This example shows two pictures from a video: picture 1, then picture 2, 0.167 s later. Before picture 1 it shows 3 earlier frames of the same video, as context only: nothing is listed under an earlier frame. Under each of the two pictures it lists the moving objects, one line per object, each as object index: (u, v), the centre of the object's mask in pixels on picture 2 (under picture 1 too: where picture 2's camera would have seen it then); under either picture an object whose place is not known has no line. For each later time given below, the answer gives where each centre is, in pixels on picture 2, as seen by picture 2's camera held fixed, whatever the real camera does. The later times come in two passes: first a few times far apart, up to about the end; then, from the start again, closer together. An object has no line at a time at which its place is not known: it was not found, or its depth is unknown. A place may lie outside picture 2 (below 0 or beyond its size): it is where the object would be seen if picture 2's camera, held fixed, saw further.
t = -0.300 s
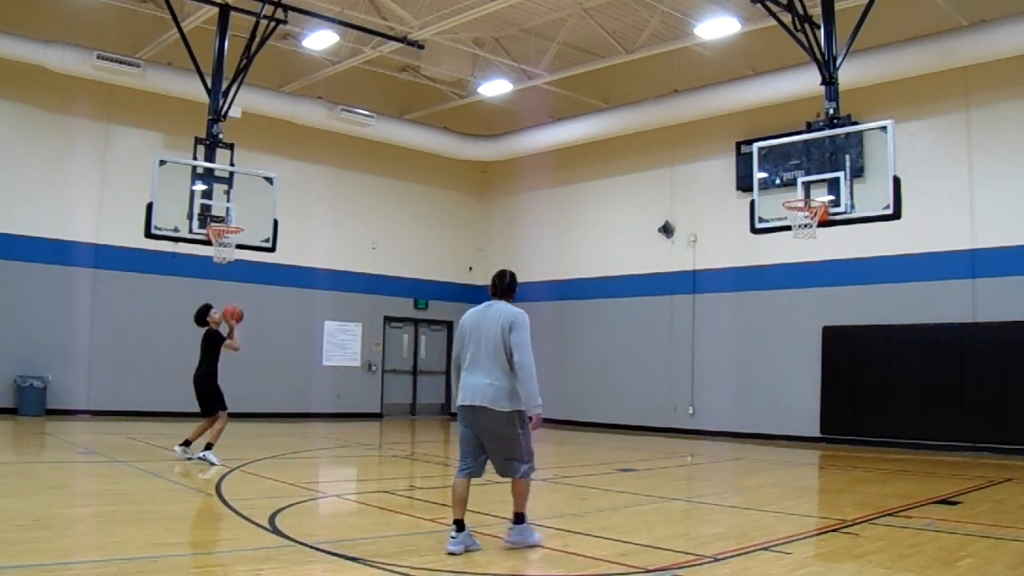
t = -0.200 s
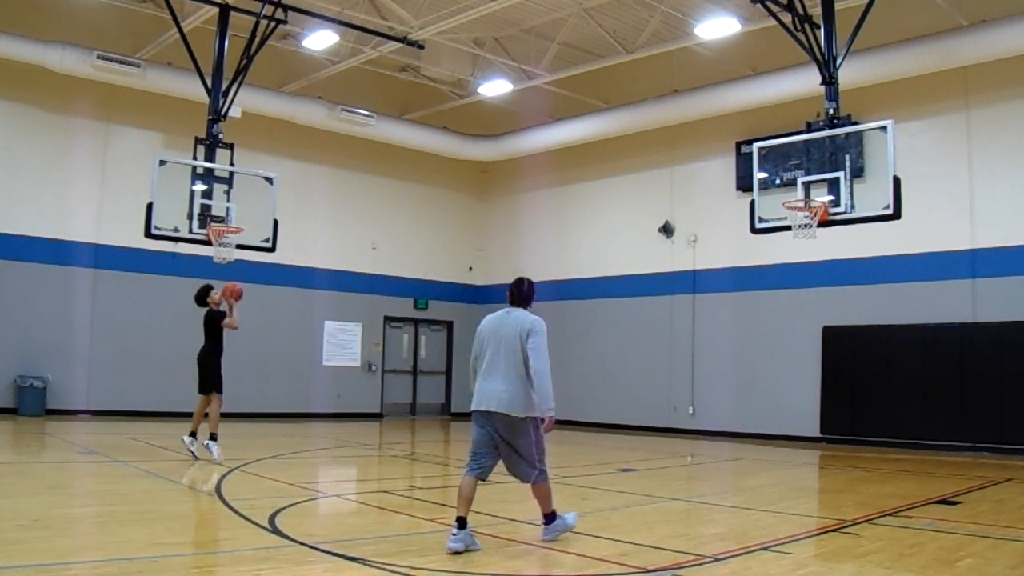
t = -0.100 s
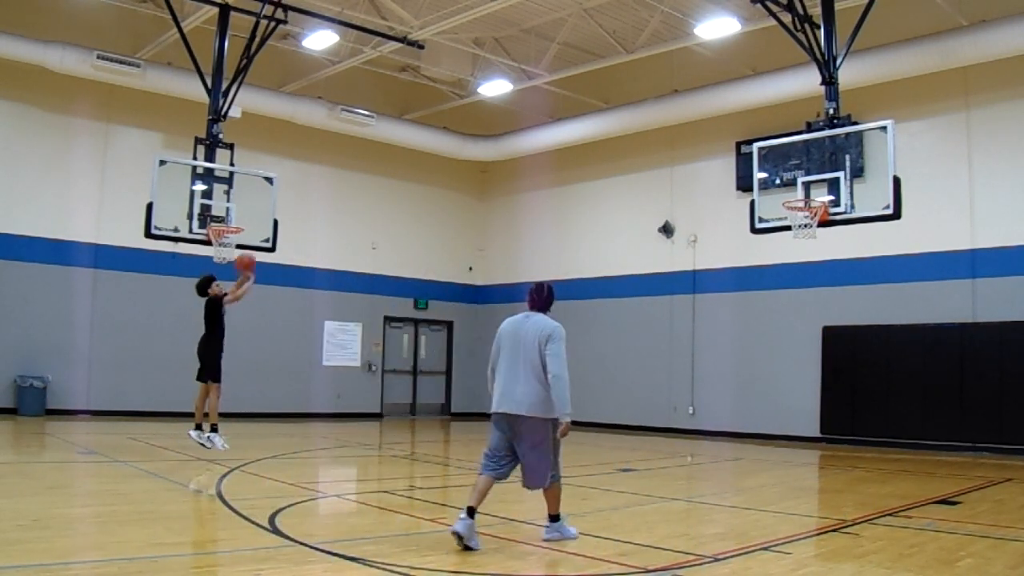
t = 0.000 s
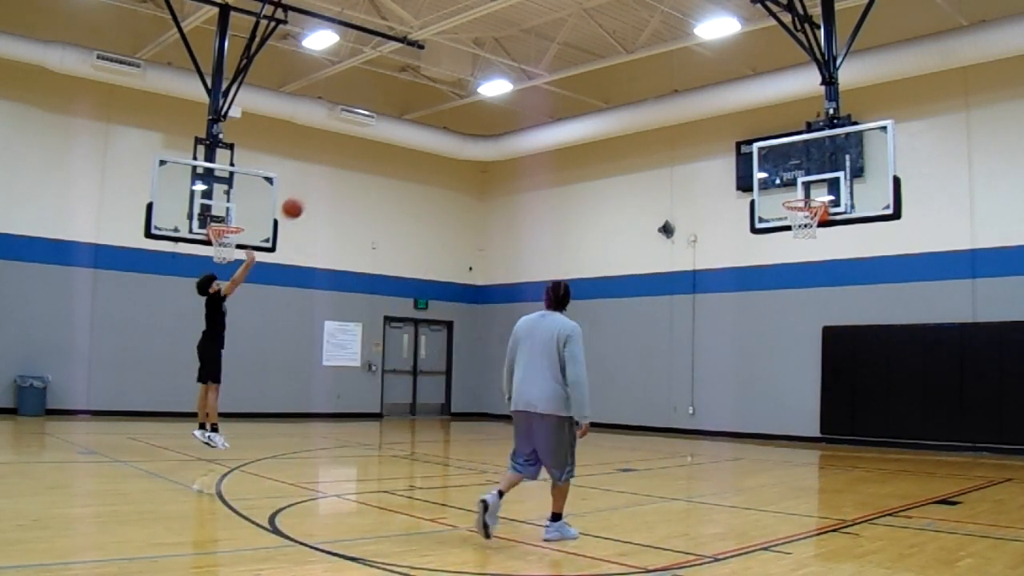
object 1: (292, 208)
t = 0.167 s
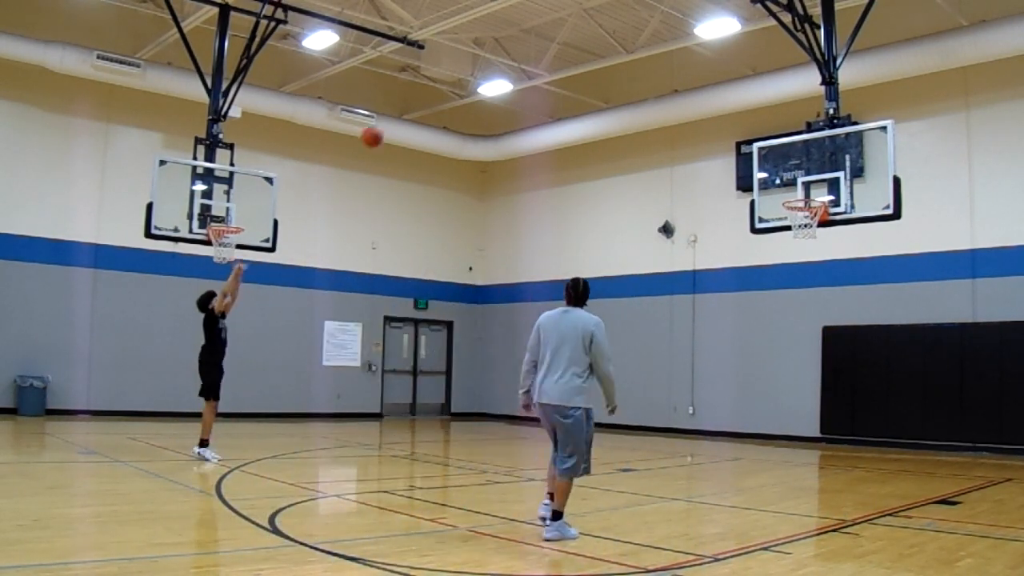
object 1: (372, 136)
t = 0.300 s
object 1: (435, 97)
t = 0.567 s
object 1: (555, 65)
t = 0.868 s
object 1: (687, 101)
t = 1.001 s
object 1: (743, 142)
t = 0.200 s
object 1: (387, 125)
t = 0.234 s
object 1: (404, 114)
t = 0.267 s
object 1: (419, 104)
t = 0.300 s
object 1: (435, 97)
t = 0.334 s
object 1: (450, 90)
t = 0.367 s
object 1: (465, 83)
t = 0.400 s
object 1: (480, 76)
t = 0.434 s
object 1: (496, 72)
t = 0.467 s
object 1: (511, 69)
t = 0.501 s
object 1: (526, 67)
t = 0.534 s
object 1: (540, 65)
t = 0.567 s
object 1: (555, 65)
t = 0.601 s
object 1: (570, 65)
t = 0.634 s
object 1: (585, 66)
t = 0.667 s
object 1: (599, 68)
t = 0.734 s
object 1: (628, 75)
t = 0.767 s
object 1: (643, 80)
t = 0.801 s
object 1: (658, 86)
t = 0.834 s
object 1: (672, 93)
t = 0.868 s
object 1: (687, 101)
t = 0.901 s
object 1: (701, 110)
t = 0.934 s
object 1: (715, 120)
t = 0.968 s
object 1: (728, 129)
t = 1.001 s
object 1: (743, 142)
